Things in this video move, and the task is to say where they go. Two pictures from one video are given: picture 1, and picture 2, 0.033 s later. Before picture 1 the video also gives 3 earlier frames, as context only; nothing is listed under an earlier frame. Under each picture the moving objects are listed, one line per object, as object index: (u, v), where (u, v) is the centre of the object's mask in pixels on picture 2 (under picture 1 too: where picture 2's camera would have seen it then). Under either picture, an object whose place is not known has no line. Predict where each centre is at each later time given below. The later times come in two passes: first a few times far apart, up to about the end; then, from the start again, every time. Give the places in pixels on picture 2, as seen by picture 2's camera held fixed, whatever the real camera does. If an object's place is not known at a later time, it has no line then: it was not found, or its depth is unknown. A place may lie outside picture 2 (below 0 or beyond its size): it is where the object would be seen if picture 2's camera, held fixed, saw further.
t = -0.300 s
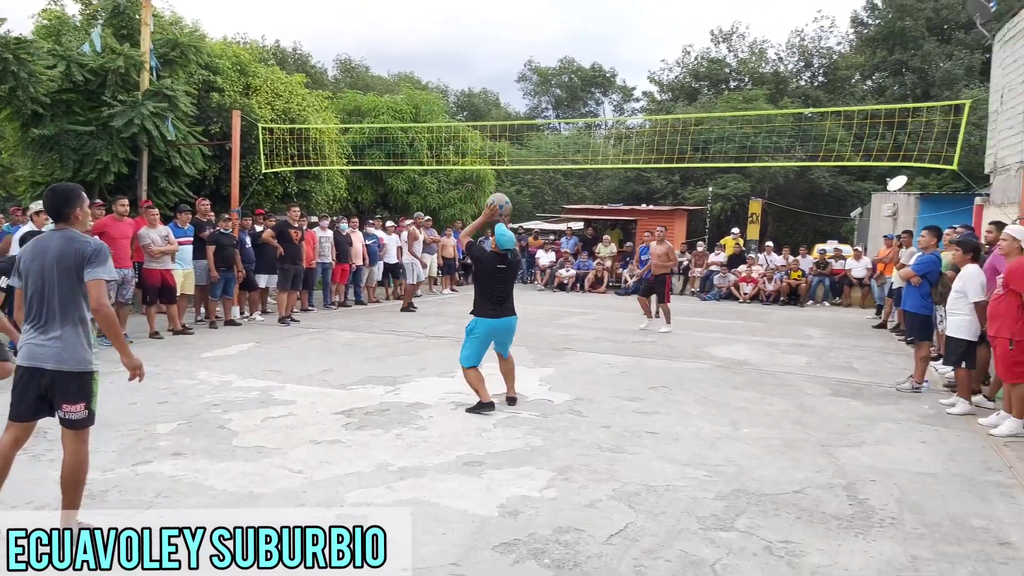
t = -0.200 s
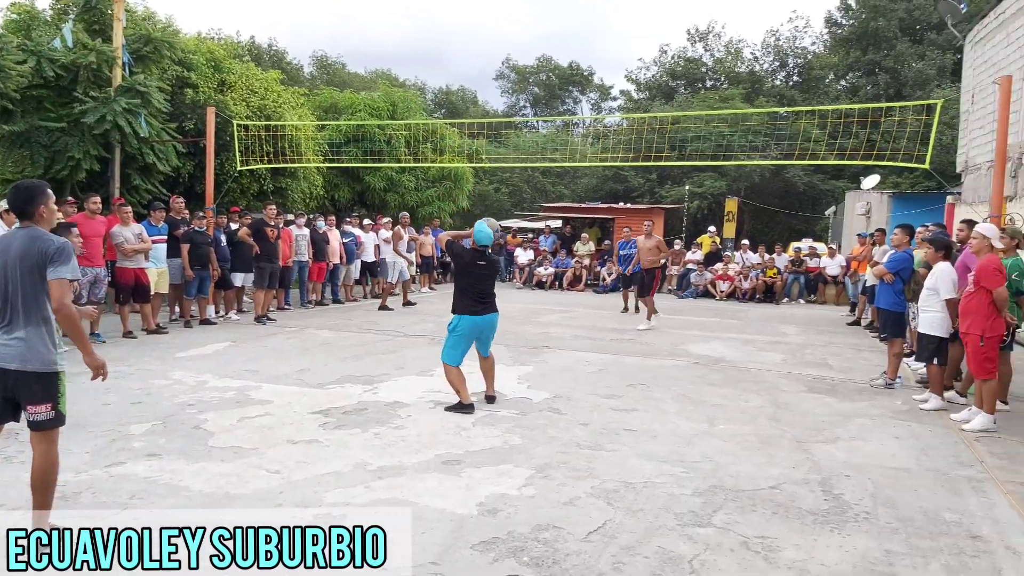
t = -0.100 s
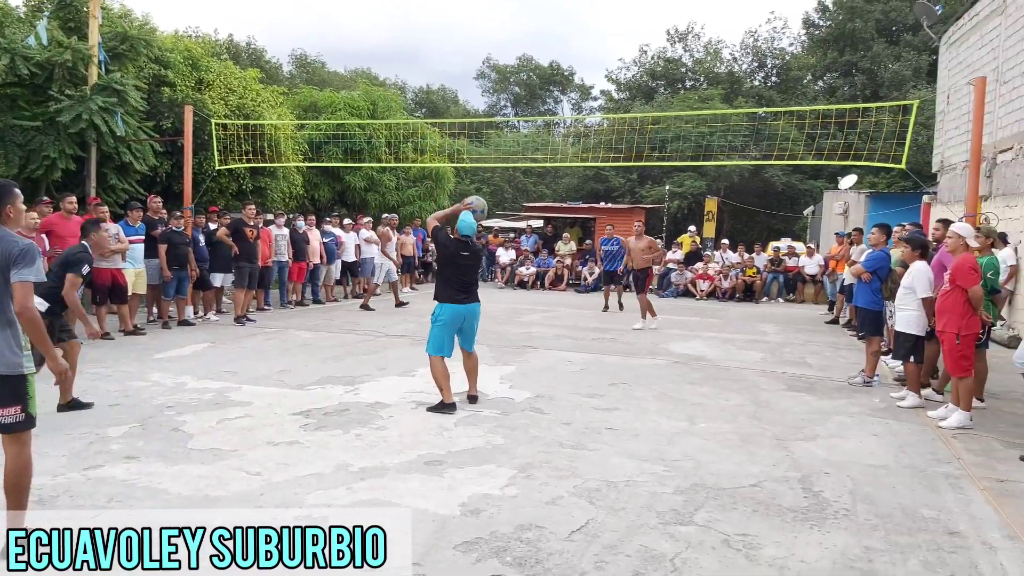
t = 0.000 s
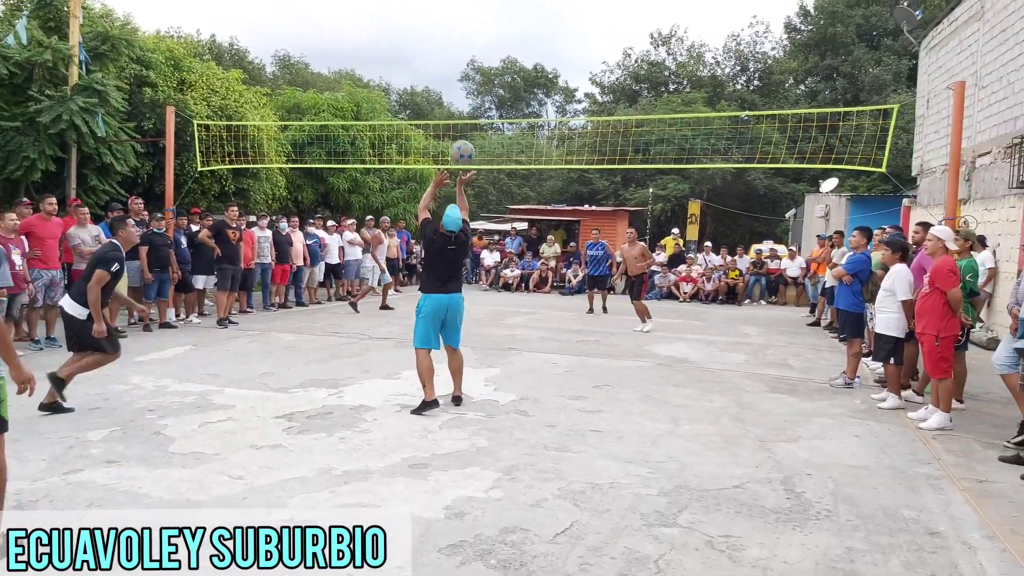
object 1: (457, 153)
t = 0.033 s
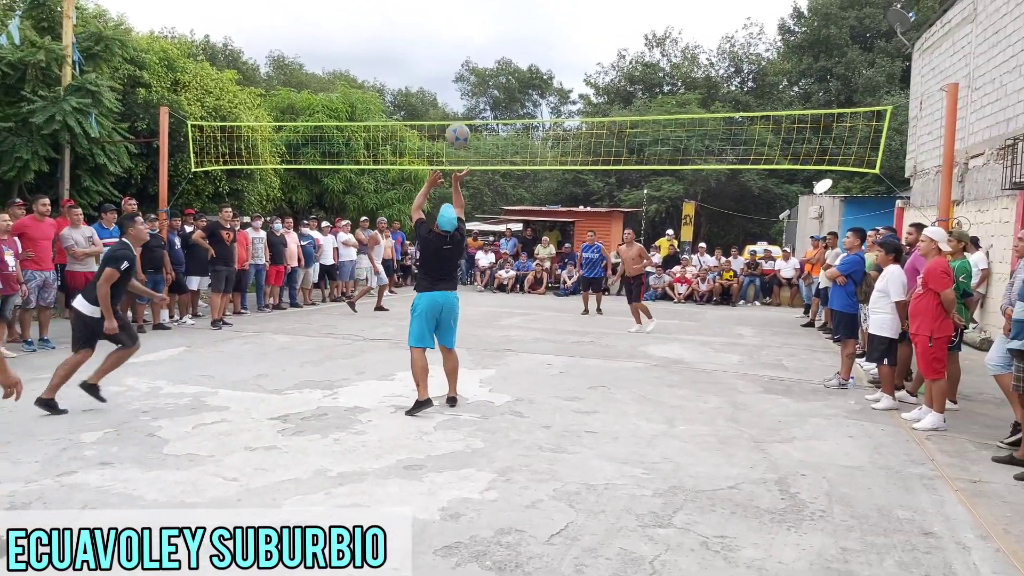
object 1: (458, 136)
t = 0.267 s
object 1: (462, 45)
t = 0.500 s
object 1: (464, 16)
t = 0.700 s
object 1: (466, 38)
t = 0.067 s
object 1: (459, 119)
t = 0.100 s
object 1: (459, 103)
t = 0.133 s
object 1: (460, 88)
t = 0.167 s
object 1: (460, 75)
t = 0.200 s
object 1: (461, 64)
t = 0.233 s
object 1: (461, 54)
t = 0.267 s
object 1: (462, 45)
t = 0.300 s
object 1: (462, 37)
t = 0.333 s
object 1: (463, 30)
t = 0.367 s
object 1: (463, 25)
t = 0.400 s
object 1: (463, 21)
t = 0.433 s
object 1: (464, 18)
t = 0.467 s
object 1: (464, 17)
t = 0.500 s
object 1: (464, 16)
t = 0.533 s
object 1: (465, 17)
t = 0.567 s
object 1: (465, 19)
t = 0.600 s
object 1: (465, 22)
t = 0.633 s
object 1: (465, 26)
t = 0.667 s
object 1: (465, 31)
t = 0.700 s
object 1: (466, 38)
